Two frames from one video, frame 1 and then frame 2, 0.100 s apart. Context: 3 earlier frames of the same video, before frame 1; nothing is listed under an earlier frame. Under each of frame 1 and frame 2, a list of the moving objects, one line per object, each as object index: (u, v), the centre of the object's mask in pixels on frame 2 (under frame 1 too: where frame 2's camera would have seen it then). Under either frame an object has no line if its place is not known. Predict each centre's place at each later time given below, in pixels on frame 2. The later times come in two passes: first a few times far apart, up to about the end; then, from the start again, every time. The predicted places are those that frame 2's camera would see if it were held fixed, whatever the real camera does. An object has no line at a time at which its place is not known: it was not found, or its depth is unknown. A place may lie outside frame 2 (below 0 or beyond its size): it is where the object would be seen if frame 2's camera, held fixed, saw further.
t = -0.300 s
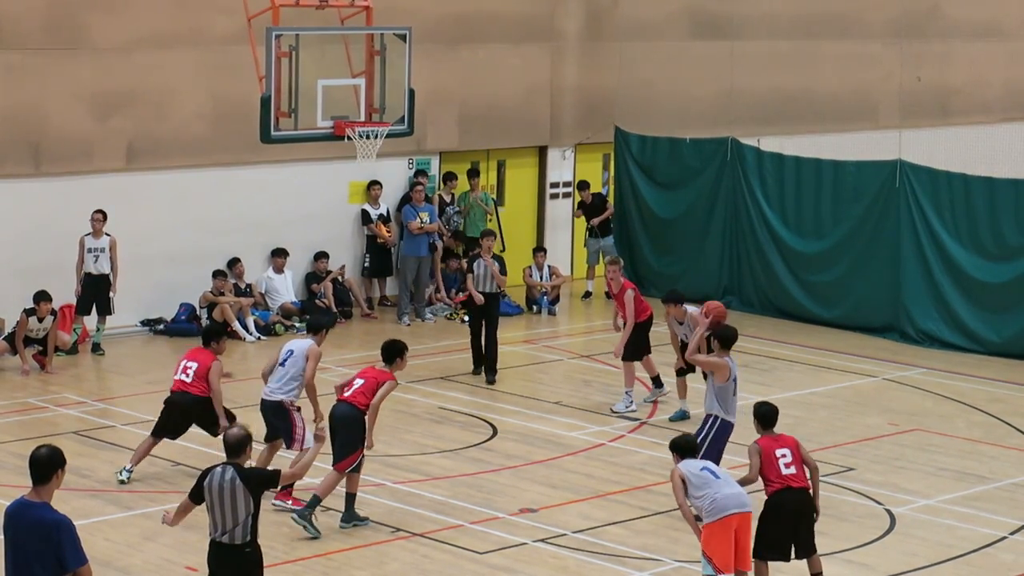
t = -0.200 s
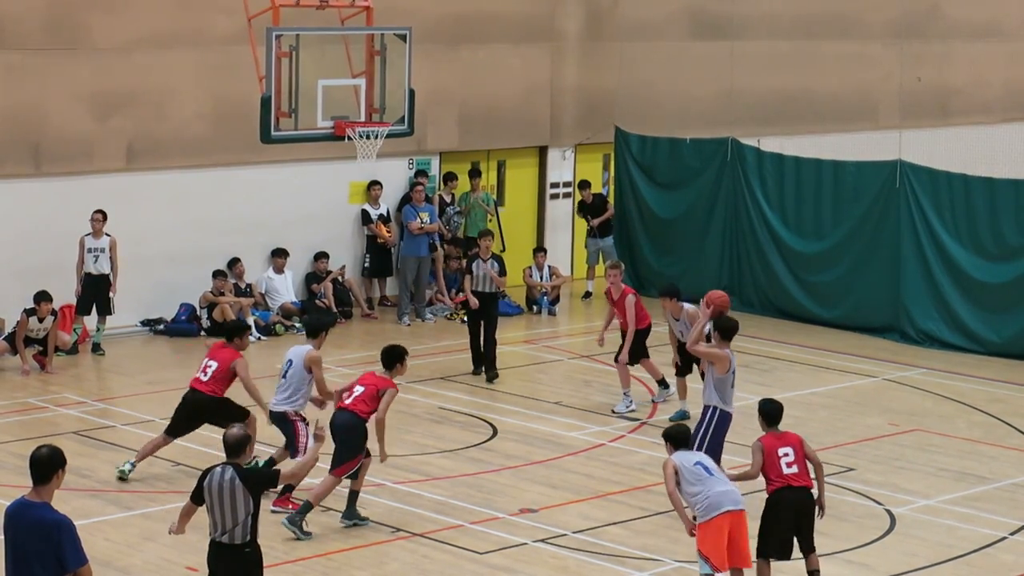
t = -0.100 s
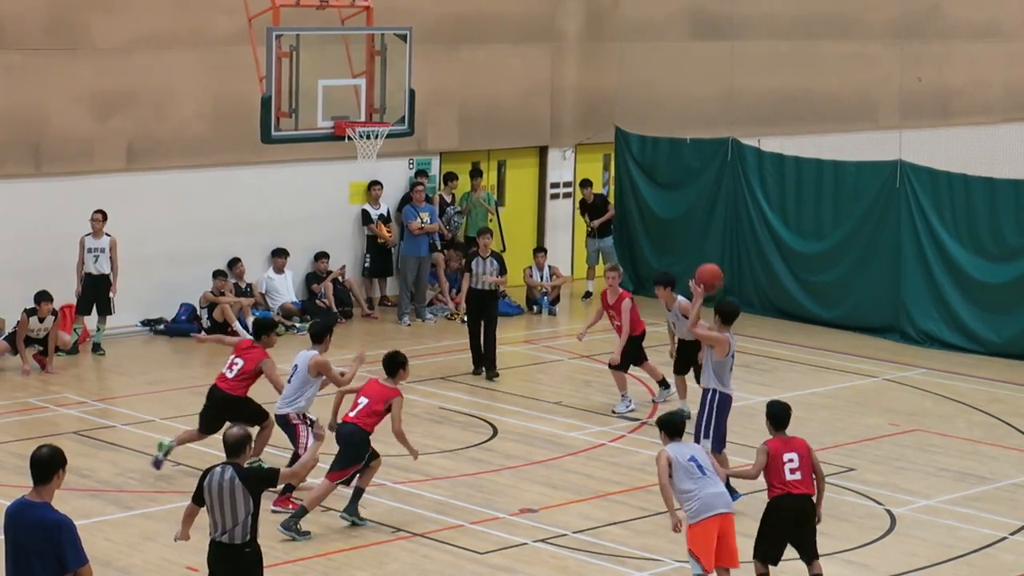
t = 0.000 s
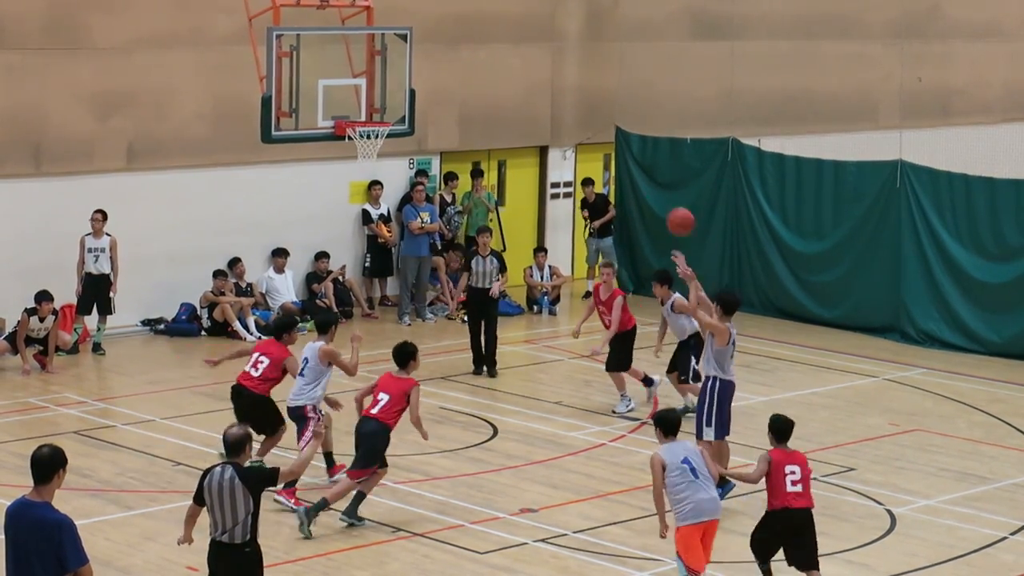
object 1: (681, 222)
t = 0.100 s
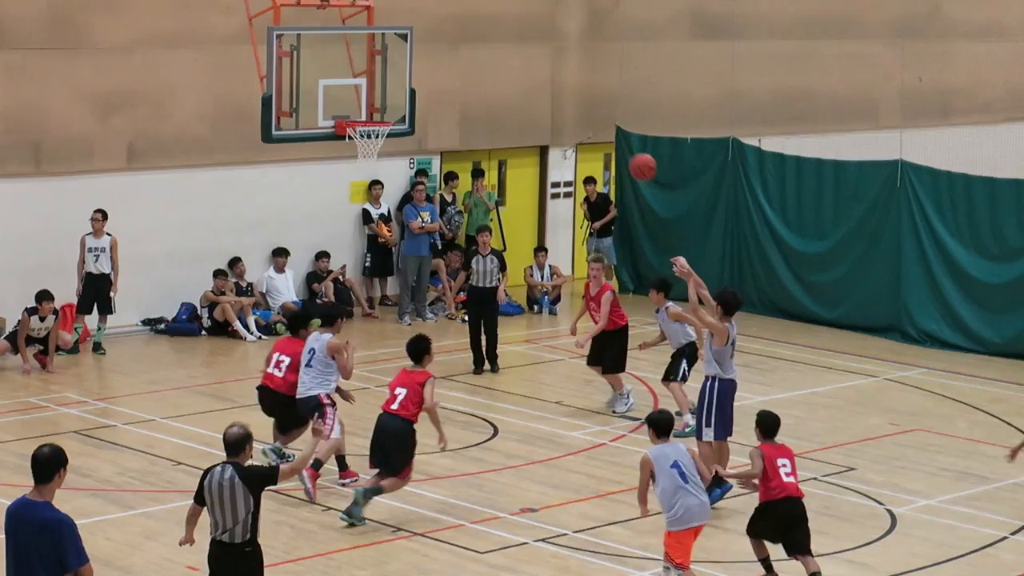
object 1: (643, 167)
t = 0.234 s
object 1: (593, 113)
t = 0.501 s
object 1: (498, 66)
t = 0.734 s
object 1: (421, 86)
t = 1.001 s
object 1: (366, 104)
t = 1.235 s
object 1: (367, 101)
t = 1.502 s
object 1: (372, 111)
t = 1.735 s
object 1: (351, 141)
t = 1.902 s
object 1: (353, 169)
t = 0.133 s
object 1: (630, 152)
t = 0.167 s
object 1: (618, 138)
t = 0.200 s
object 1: (605, 125)
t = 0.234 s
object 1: (593, 113)
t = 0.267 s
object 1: (581, 103)
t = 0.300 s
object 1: (569, 94)
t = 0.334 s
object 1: (557, 86)
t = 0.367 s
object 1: (545, 80)
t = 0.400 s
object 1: (533, 74)
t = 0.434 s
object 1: (521, 71)
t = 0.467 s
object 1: (510, 67)
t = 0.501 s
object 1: (498, 66)
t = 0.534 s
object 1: (487, 65)
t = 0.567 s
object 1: (476, 66)
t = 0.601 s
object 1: (465, 68)
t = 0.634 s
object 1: (453, 71)
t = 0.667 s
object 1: (443, 75)
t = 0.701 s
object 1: (432, 80)
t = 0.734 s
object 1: (421, 86)
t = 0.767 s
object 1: (410, 93)
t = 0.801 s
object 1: (399, 101)
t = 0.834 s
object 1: (390, 109)
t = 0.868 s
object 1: (384, 110)
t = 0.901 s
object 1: (380, 107)
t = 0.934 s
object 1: (375, 105)
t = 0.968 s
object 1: (370, 104)
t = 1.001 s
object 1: (366, 104)
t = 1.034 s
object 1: (361, 104)
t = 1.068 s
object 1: (356, 107)
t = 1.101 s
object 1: (354, 107)
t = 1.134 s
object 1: (357, 104)
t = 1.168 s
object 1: (360, 102)
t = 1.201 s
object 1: (364, 101)
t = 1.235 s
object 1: (367, 101)
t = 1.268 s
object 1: (370, 102)
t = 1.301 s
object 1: (374, 105)
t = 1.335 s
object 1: (378, 108)
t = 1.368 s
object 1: (380, 112)
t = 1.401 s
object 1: (380, 112)
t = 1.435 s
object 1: (377, 111)
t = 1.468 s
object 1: (374, 111)
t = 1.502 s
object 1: (372, 111)
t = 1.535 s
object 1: (368, 112)
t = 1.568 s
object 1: (365, 113)
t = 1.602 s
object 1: (363, 115)
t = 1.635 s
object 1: (360, 118)
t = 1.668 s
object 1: (357, 130)
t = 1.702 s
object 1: (354, 137)
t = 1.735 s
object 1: (351, 141)
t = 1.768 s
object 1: (351, 145)
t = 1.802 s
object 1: (353, 154)
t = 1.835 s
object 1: (353, 156)
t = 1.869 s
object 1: (353, 162)
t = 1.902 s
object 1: (353, 169)
